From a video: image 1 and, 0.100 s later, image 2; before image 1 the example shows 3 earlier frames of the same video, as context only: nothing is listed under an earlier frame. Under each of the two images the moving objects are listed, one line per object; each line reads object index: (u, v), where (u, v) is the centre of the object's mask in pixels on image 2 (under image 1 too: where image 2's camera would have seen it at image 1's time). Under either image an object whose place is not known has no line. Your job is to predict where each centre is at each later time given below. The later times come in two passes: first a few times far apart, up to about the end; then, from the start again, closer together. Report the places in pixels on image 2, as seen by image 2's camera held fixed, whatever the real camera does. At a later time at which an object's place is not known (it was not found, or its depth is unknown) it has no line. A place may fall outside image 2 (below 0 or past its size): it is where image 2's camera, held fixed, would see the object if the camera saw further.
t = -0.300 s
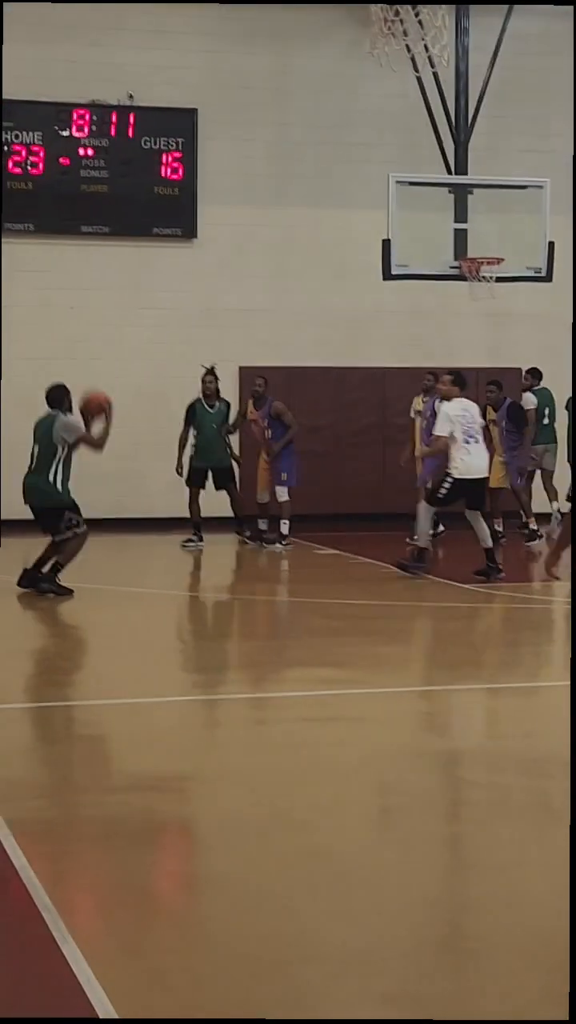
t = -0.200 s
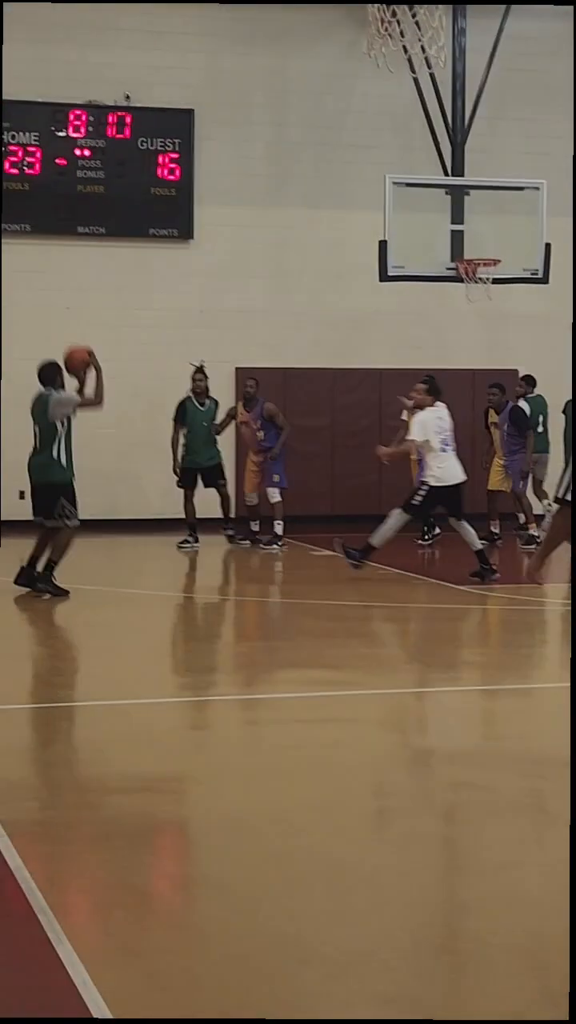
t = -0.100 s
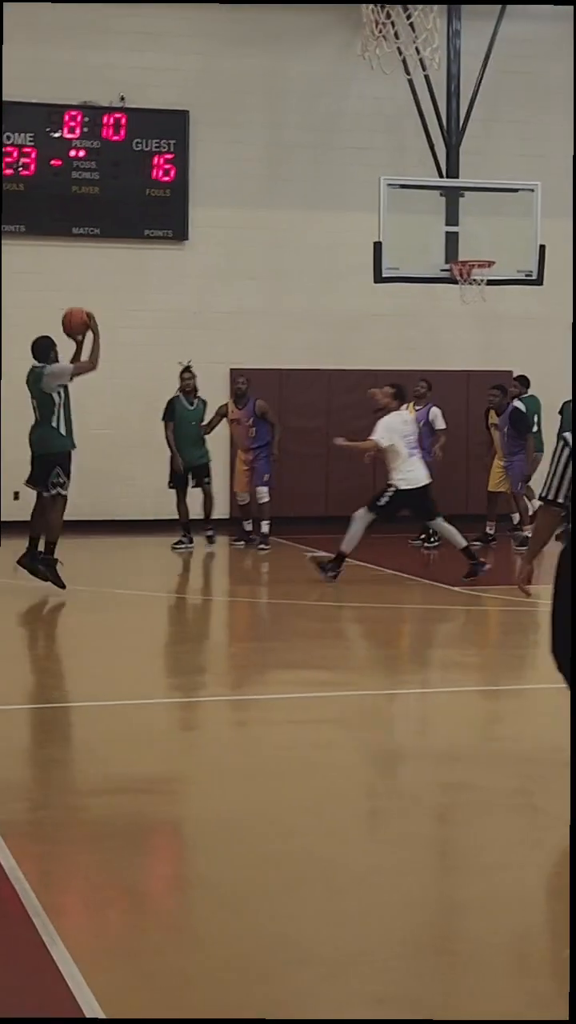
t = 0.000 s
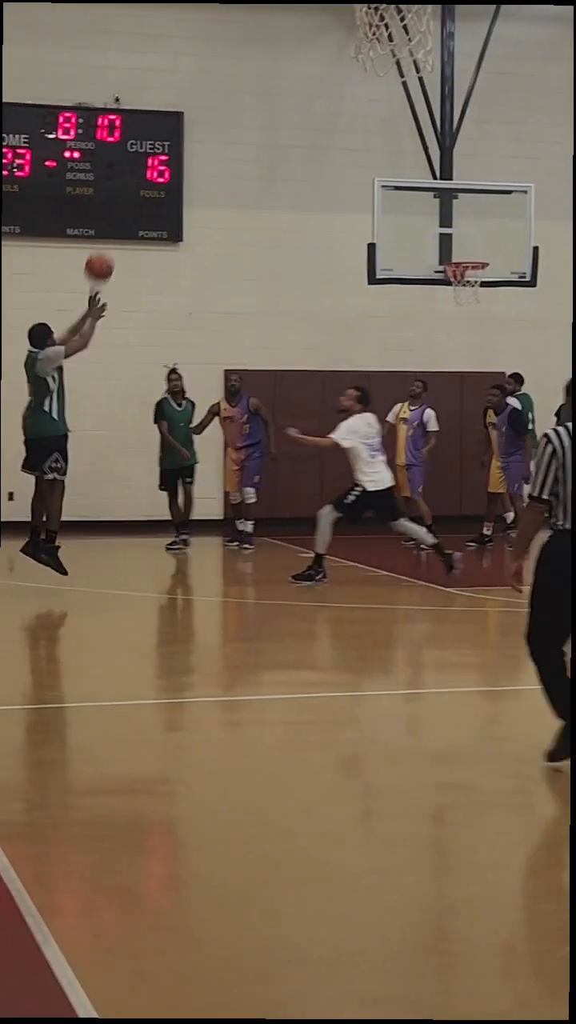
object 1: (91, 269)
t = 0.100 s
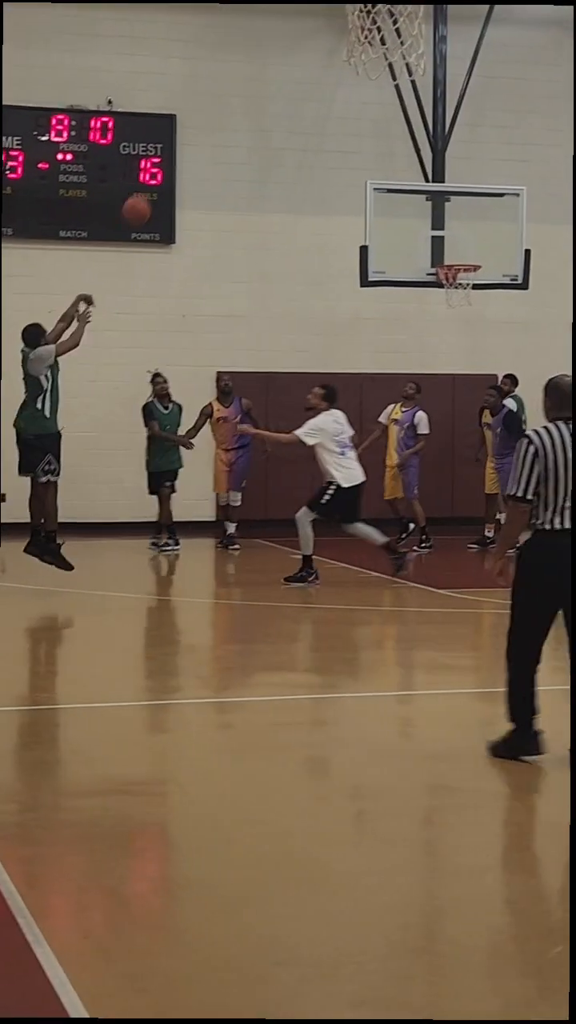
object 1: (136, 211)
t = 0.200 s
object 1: (179, 166)
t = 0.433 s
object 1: (268, 112)
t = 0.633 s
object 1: (337, 114)
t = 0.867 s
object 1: (408, 163)
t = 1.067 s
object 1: (463, 241)
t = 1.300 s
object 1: (473, 246)
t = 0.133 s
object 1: (151, 196)
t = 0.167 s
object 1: (166, 181)
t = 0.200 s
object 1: (179, 166)
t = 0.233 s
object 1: (192, 154)
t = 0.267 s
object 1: (205, 144)
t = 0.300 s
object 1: (219, 135)
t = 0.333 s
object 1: (231, 127)
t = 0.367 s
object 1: (244, 121)
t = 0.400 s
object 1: (256, 116)
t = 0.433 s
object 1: (268, 112)
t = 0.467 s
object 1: (280, 110)
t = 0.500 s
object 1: (291, 108)
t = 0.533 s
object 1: (303, 108)
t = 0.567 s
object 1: (315, 109)
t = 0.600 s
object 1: (325, 111)
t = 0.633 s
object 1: (337, 114)
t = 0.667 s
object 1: (347, 118)
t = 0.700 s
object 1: (358, 123)
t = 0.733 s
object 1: (368, 129)
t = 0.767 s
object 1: (378, 136)
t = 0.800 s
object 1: (388, 144)
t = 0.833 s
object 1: (398, 153)
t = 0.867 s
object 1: (408, 163)
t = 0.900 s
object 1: (417, 174)
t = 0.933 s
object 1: (427, 186)
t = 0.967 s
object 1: (436, 199)
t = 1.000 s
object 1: (445, 211)
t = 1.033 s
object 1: (454, 226)
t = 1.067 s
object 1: (463, 241)
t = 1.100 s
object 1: (471, 256)
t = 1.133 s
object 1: (471, 256)
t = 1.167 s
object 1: (471, 256)
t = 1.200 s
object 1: (471, 255)
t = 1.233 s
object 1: (471, 253)
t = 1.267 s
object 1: (471, 250)
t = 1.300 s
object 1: (473, 246)
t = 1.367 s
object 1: (478, 241)
